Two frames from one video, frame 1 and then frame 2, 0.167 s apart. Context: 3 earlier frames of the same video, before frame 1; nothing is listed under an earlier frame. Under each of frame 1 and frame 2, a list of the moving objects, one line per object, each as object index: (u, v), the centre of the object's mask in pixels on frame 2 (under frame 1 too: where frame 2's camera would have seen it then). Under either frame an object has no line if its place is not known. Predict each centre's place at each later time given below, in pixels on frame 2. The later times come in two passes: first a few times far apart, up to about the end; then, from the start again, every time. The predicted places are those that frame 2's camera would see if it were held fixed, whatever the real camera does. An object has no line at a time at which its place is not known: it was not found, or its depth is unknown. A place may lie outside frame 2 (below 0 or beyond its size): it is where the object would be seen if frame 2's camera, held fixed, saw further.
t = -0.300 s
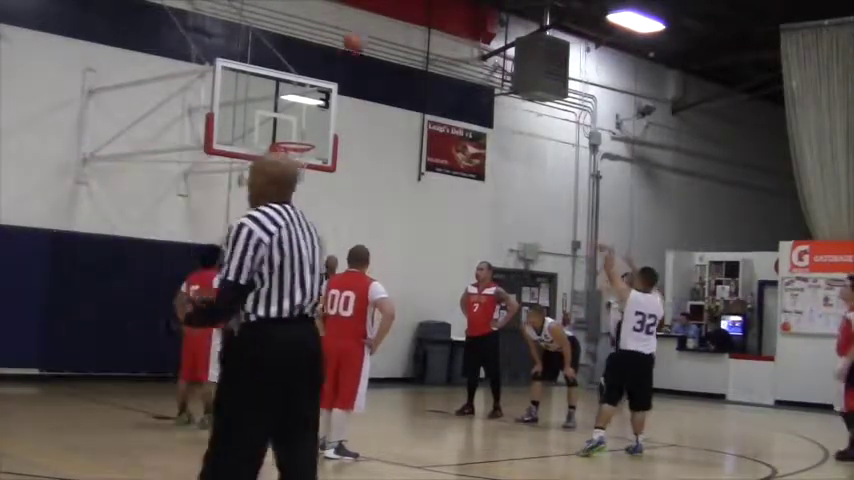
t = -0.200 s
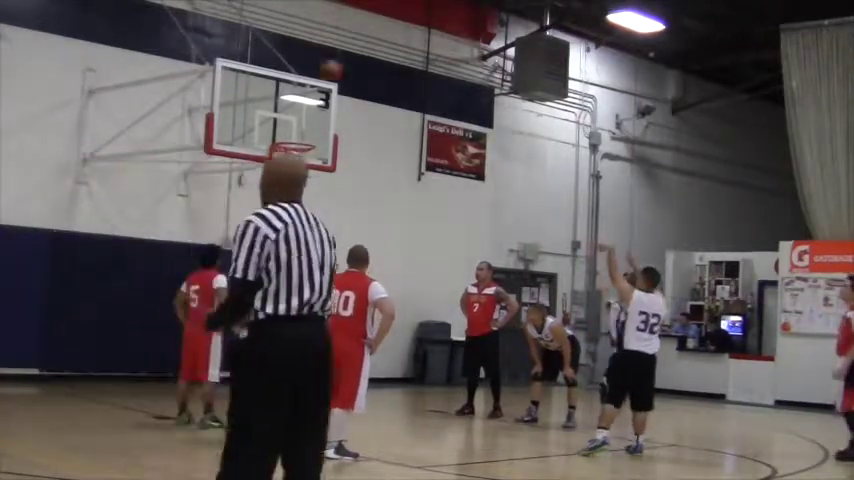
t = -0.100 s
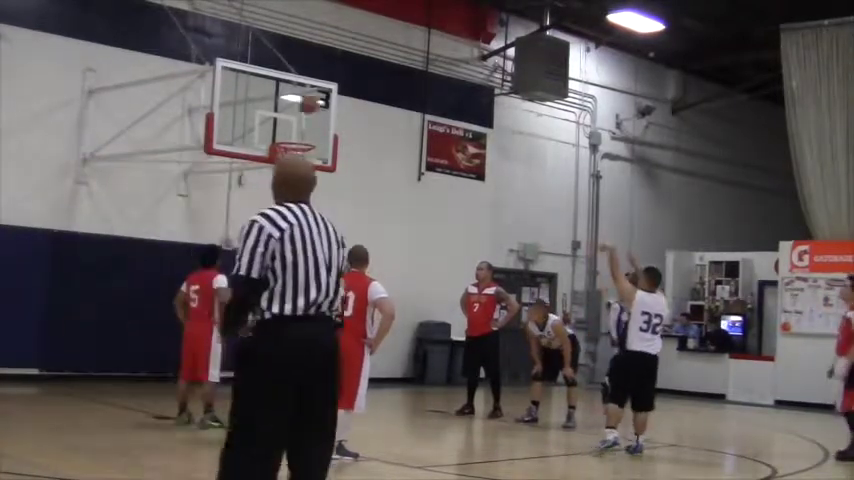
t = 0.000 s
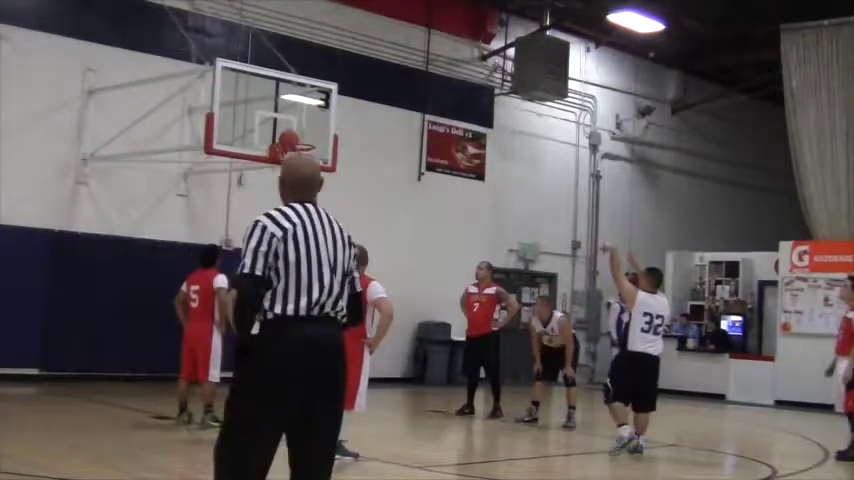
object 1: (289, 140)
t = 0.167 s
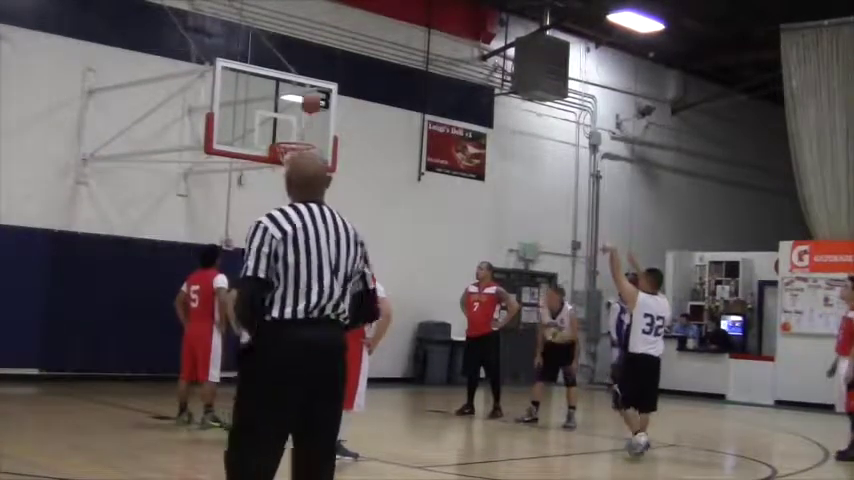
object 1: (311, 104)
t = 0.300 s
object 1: (331, 87)
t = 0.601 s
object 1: (372, 116)
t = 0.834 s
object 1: (408, 208)
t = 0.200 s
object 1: (314, 98)
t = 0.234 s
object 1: (322, 97)
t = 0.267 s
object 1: (327, 89)
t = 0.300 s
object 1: (331, 87)
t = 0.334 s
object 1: (335, 87)
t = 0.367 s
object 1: (339, 87)
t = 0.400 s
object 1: (344, 87)
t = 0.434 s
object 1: (349, 89)
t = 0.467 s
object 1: (352, 91)
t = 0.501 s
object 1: (359, 96)
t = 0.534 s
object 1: (363, 101)
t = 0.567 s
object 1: (368, 108)
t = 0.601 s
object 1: (372, 116)
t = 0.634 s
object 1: (378, 125)
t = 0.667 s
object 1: (383, 135)
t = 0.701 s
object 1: (387, 146)
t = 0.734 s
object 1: (392, 159)
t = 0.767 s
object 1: (397, 174)
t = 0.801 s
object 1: (403, 190)
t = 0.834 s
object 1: (408, 208)
